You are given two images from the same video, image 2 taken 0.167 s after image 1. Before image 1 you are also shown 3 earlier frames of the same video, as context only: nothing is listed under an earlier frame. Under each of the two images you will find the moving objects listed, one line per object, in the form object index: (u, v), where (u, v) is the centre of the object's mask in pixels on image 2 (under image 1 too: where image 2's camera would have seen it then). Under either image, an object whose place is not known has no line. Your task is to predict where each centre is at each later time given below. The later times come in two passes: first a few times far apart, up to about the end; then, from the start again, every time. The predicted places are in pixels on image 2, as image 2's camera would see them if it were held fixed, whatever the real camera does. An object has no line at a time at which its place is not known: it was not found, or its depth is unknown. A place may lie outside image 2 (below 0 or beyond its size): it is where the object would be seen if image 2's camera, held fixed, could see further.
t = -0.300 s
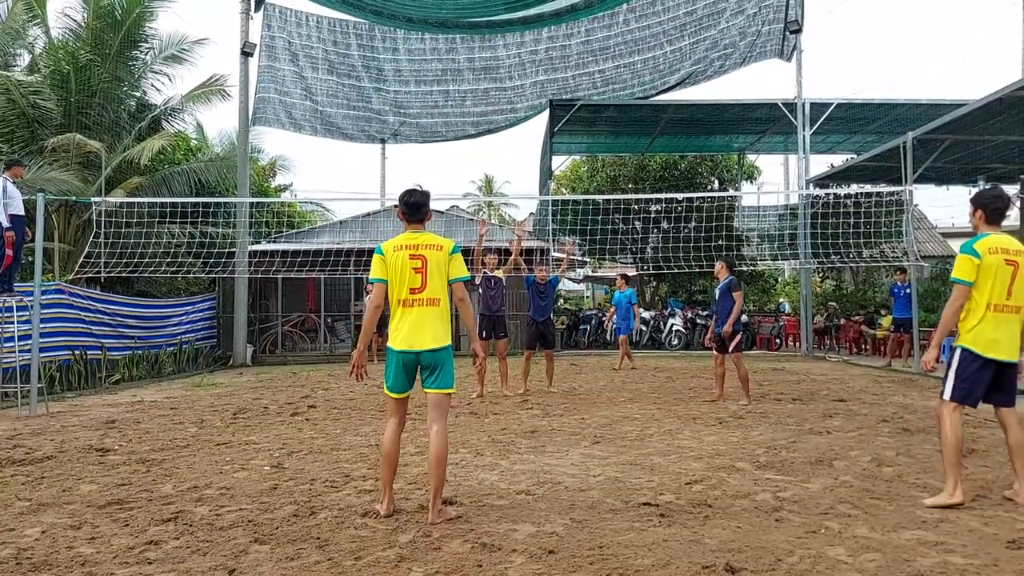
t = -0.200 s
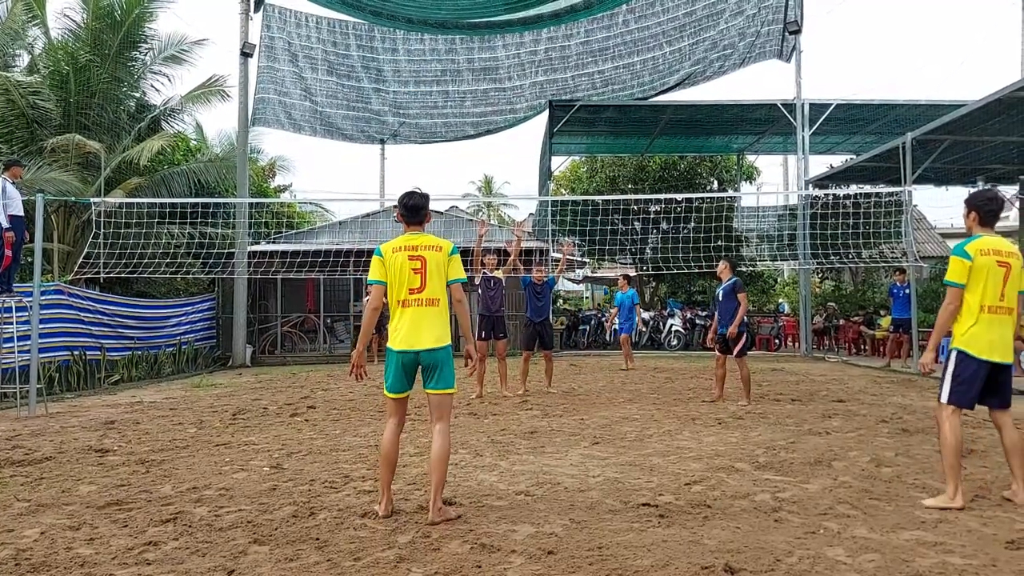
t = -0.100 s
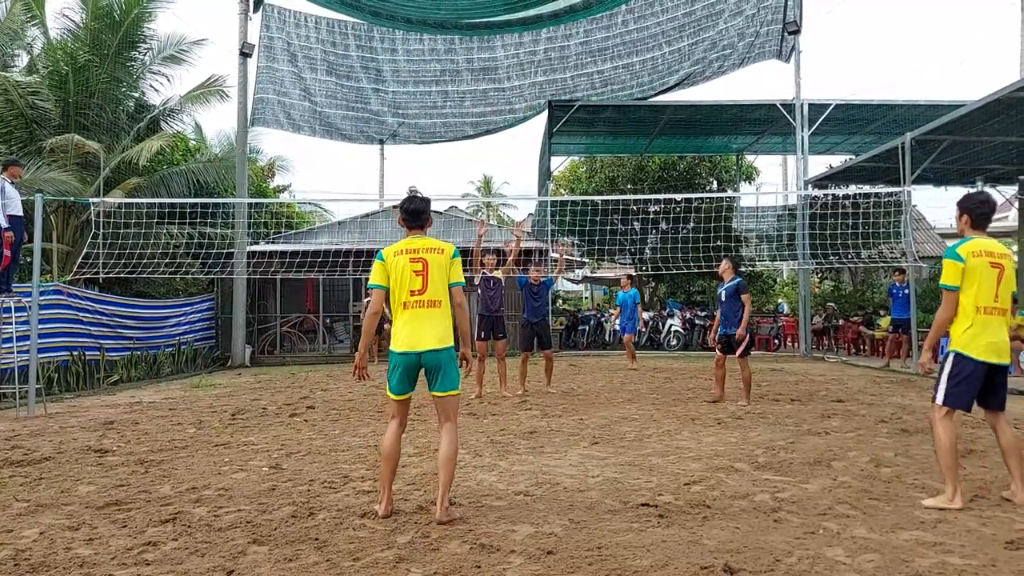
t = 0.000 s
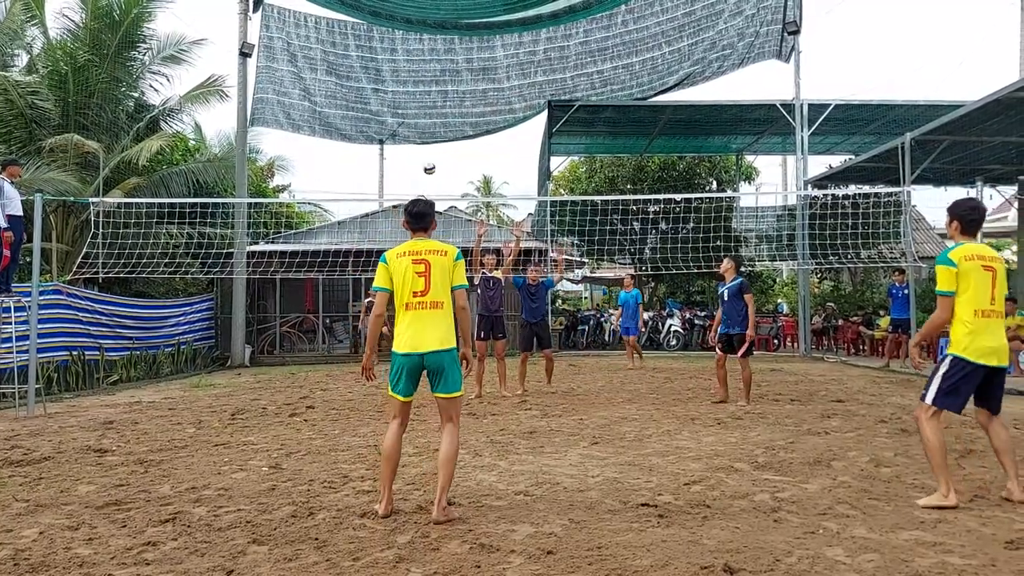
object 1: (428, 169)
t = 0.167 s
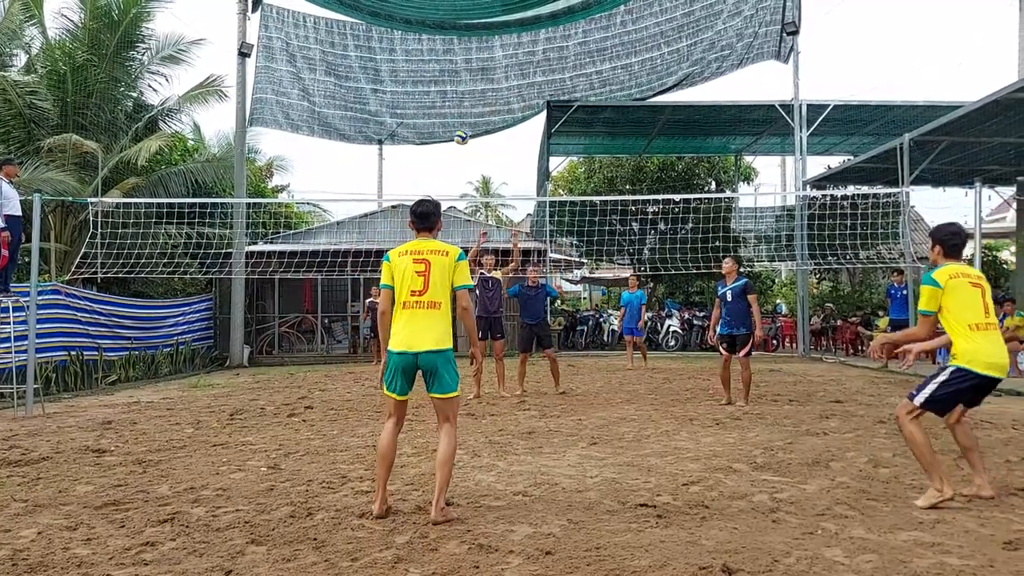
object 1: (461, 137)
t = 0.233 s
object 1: (478, 128)
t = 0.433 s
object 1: (542, 120)
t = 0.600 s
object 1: (631, 149)
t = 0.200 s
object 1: (468, 133)
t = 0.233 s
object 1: (478, 128)
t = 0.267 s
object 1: (487, 125)
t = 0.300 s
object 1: (496, 122)
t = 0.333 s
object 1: (506, 121)
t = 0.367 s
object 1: (517, 119)
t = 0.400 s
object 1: (529, 119)
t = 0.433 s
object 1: (542, 120)
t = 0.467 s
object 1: (556, 123)
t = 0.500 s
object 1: (571, 126)
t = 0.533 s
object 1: (590, 132)
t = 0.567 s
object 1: (610, 140)
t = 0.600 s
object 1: (631, 149)
